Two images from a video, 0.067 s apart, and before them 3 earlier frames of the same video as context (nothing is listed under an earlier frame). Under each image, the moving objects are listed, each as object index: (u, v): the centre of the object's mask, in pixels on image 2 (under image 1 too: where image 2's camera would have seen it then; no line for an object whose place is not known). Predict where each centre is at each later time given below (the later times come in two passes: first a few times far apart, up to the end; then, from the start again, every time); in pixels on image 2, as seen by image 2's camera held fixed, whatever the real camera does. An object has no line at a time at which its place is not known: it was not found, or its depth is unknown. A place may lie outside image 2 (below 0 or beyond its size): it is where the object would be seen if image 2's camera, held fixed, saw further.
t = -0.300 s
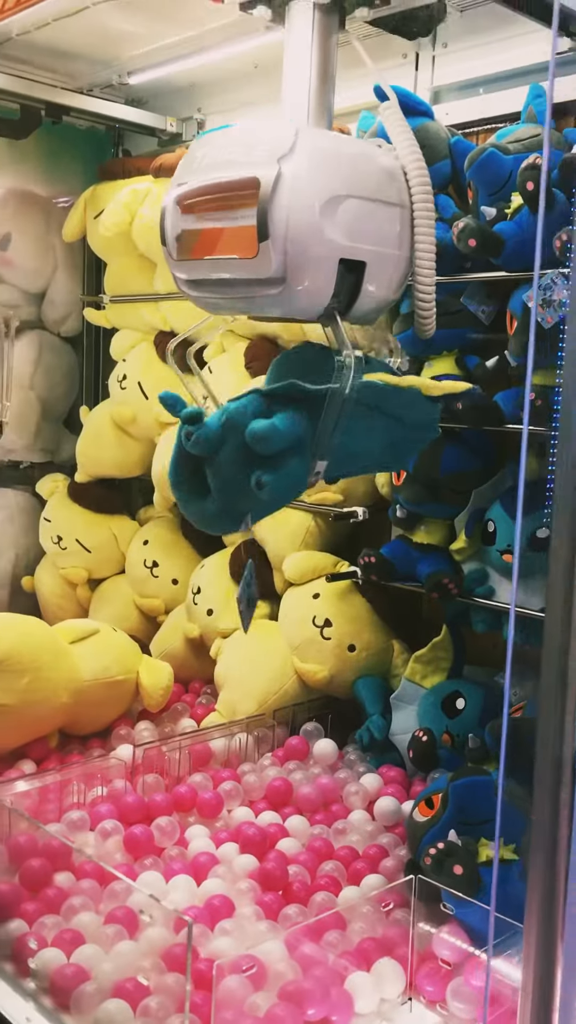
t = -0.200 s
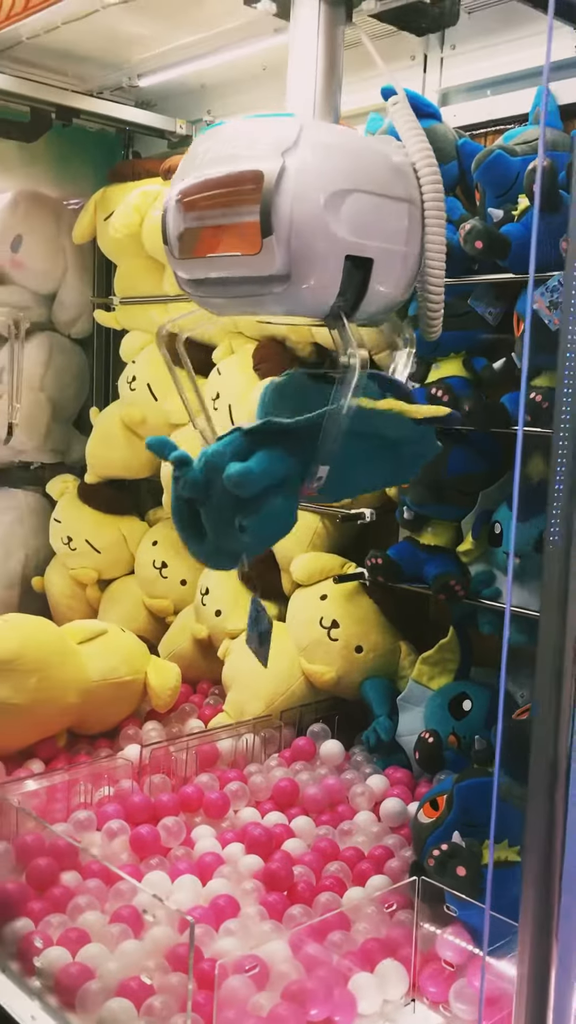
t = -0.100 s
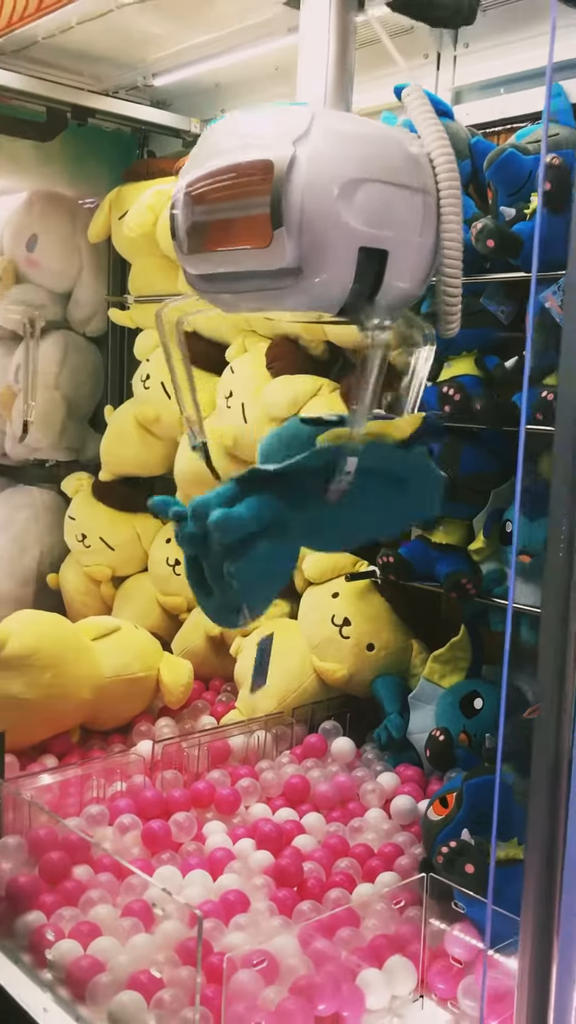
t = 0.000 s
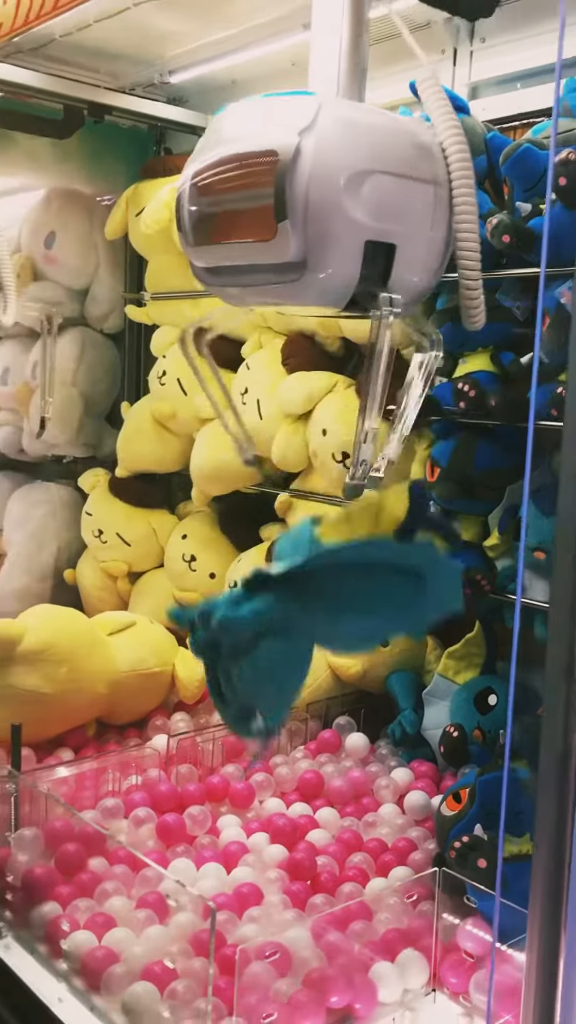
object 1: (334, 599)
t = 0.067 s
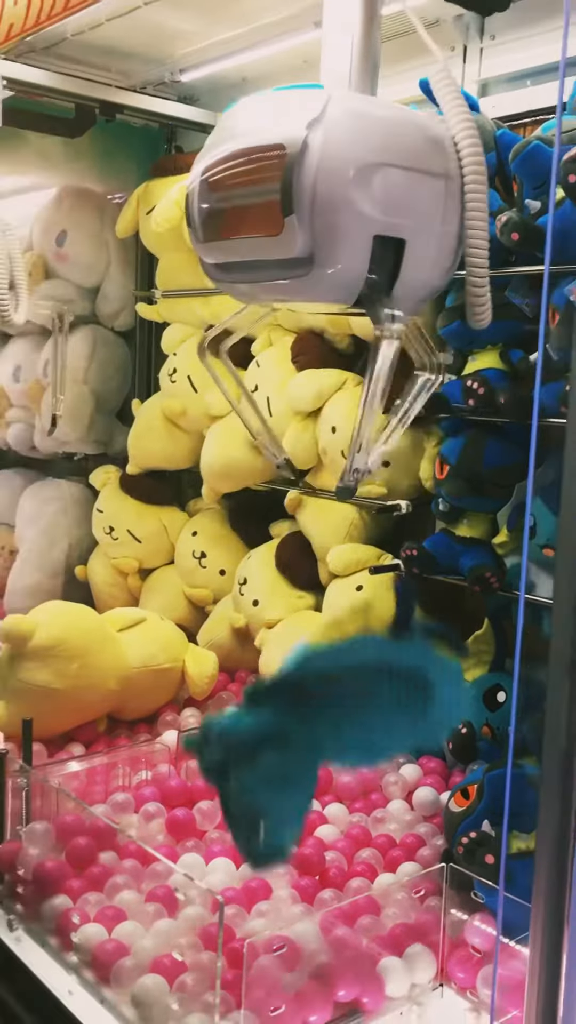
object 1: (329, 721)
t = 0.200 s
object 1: (318, 839)
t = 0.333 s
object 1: (306, 854)
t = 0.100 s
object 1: (329, 794)
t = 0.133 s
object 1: (327, 857)
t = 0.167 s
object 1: (325, 851)
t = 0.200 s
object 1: (318, 839)
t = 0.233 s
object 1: (314, 835)
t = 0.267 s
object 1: (314, 838)
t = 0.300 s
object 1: (312, 846)
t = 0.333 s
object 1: (306, 854)
